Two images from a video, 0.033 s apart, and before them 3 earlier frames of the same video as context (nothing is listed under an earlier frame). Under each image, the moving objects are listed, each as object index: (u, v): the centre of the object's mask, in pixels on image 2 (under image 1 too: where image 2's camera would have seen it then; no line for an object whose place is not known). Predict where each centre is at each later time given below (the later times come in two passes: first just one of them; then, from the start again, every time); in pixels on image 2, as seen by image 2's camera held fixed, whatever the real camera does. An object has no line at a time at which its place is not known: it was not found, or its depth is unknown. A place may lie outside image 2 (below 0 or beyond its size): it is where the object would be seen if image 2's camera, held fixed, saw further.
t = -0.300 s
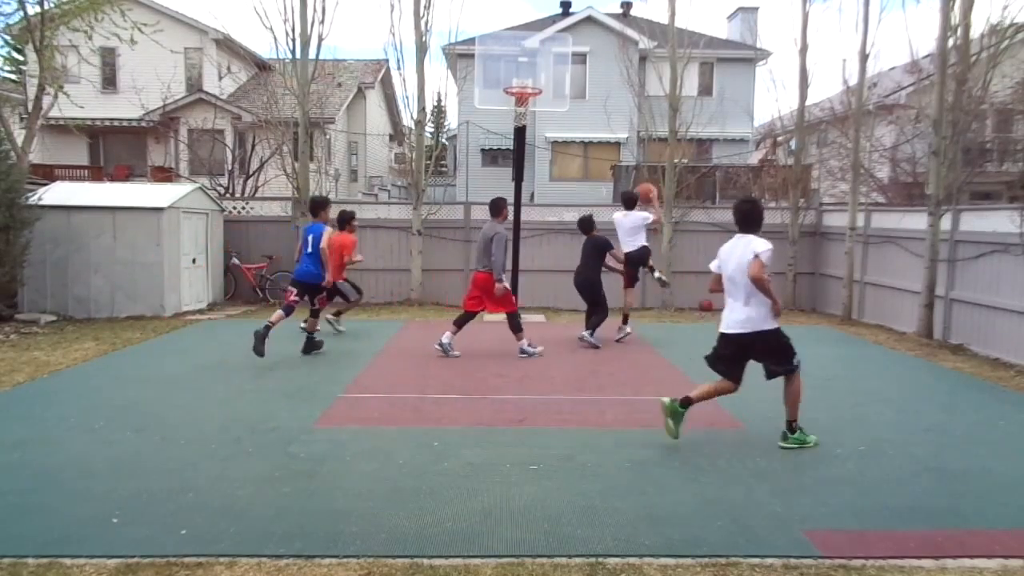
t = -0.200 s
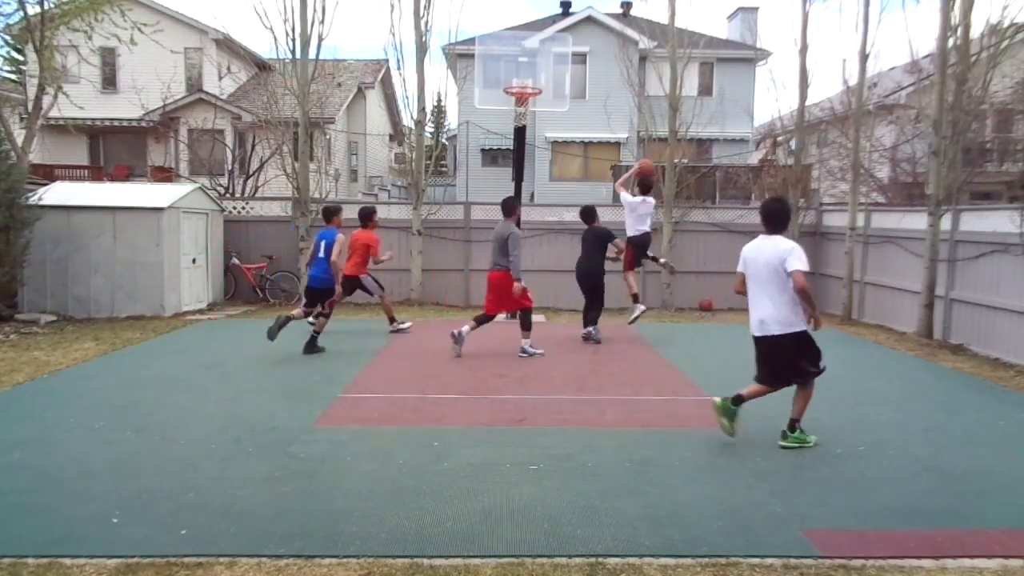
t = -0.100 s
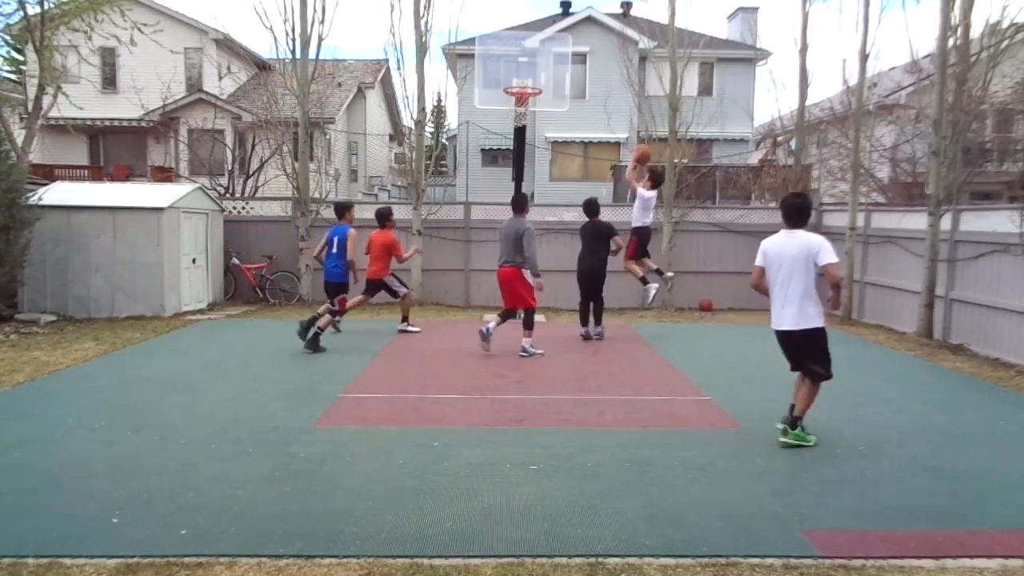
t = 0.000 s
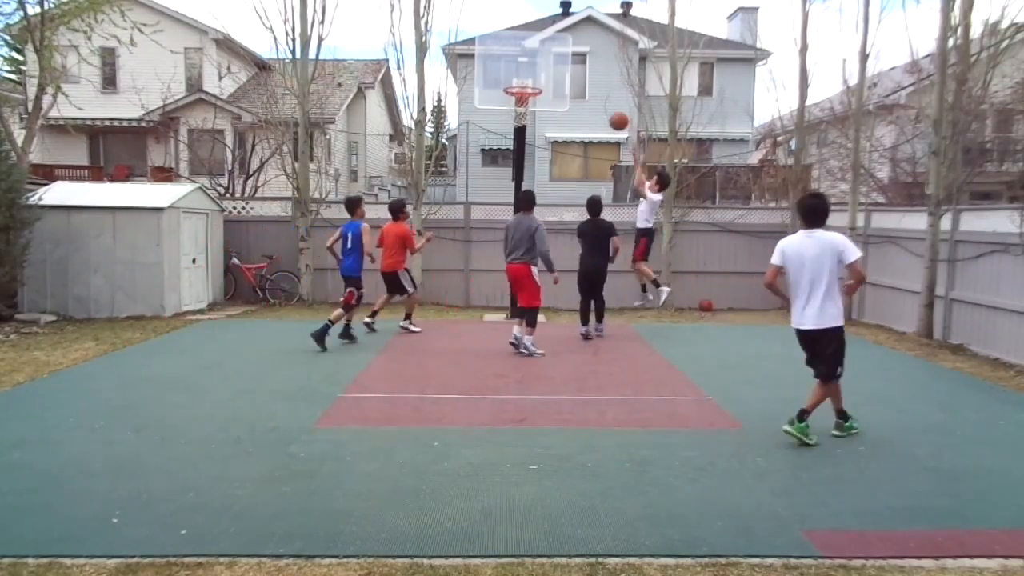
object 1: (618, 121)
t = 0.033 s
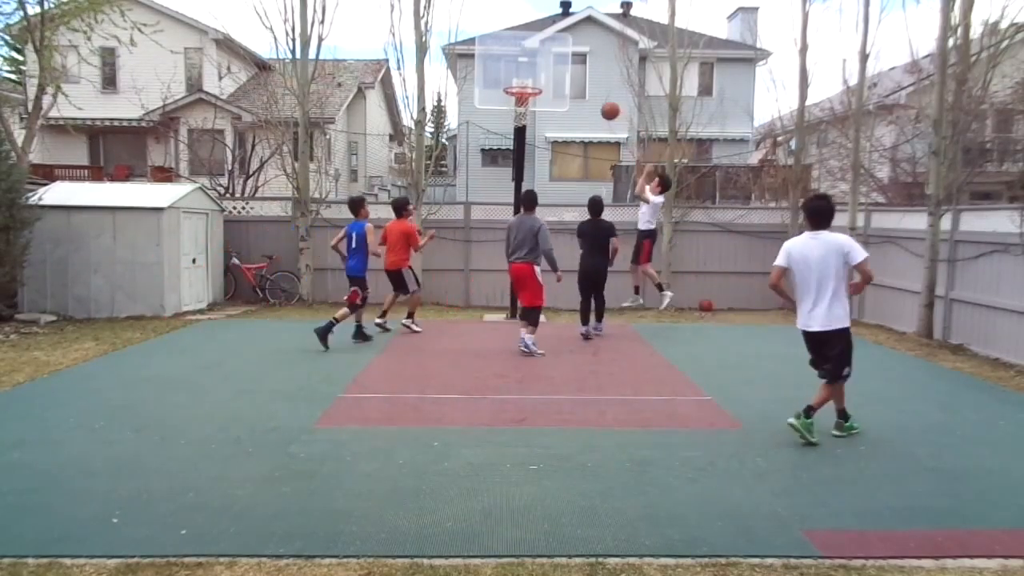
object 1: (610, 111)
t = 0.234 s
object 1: (559, 69)
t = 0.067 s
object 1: (601, 101)
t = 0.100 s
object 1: (592, 93)
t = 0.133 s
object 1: (584, 85)
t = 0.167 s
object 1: (575, 79)
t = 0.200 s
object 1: (566, 73)
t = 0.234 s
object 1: (559, 69)
